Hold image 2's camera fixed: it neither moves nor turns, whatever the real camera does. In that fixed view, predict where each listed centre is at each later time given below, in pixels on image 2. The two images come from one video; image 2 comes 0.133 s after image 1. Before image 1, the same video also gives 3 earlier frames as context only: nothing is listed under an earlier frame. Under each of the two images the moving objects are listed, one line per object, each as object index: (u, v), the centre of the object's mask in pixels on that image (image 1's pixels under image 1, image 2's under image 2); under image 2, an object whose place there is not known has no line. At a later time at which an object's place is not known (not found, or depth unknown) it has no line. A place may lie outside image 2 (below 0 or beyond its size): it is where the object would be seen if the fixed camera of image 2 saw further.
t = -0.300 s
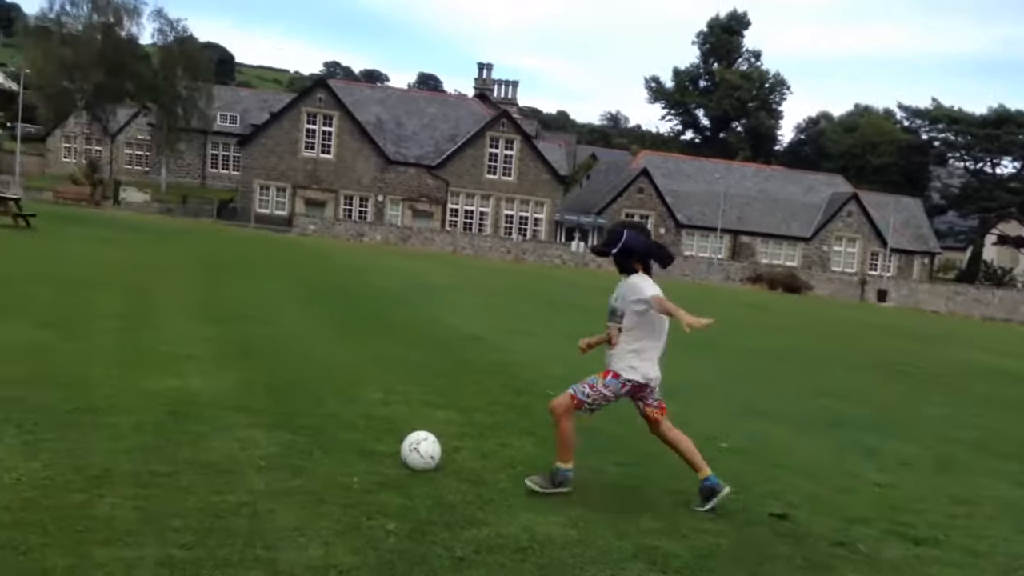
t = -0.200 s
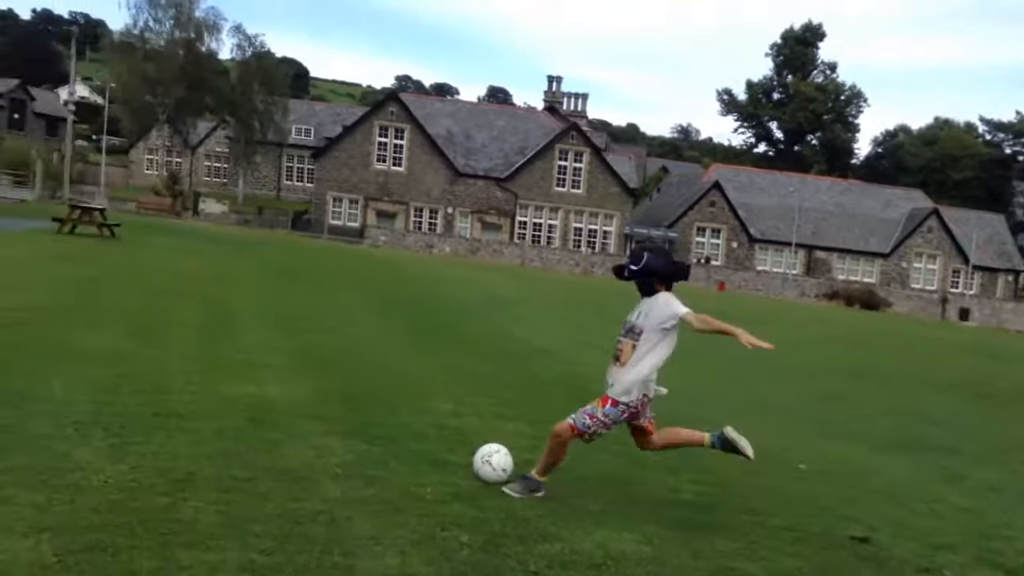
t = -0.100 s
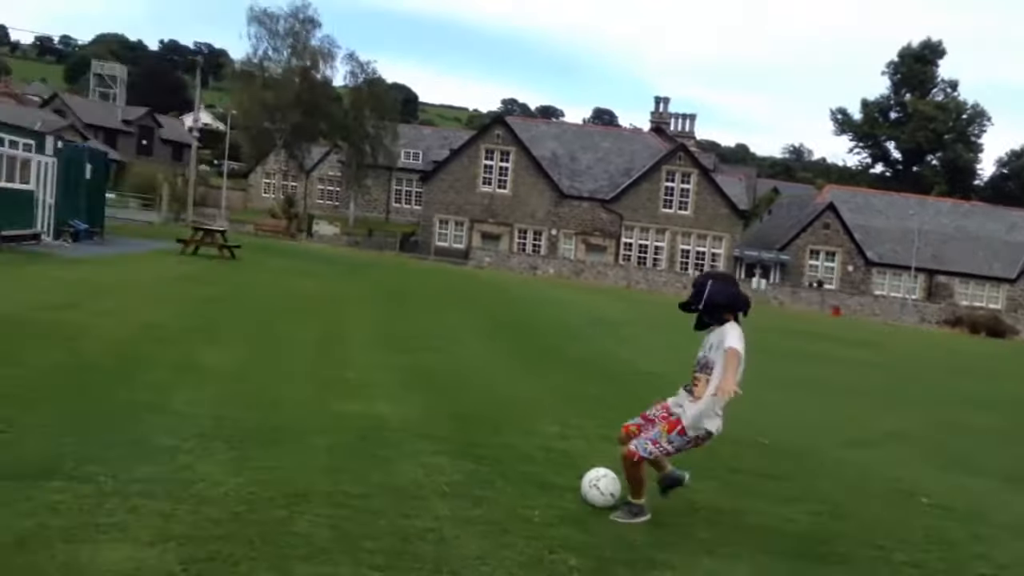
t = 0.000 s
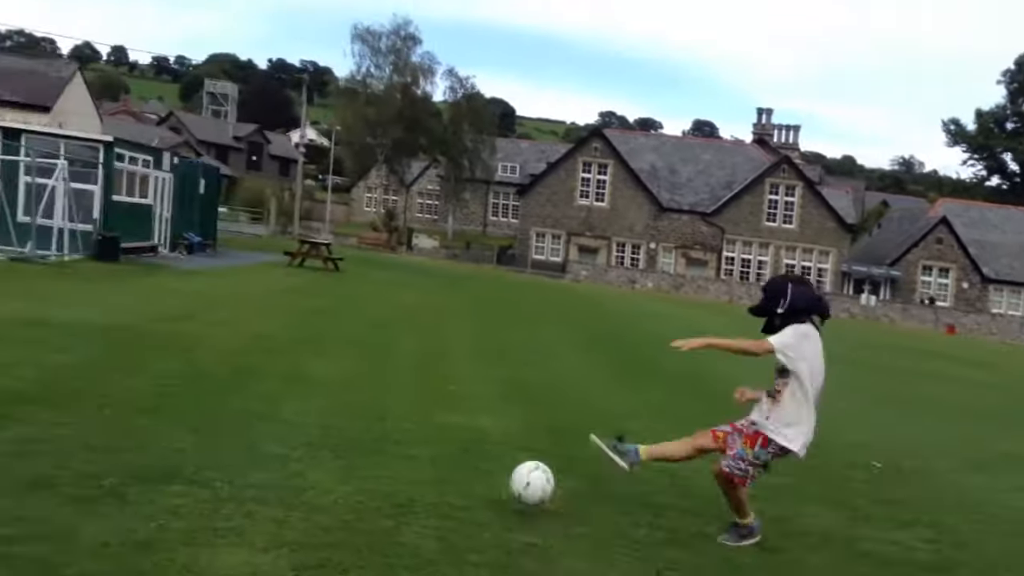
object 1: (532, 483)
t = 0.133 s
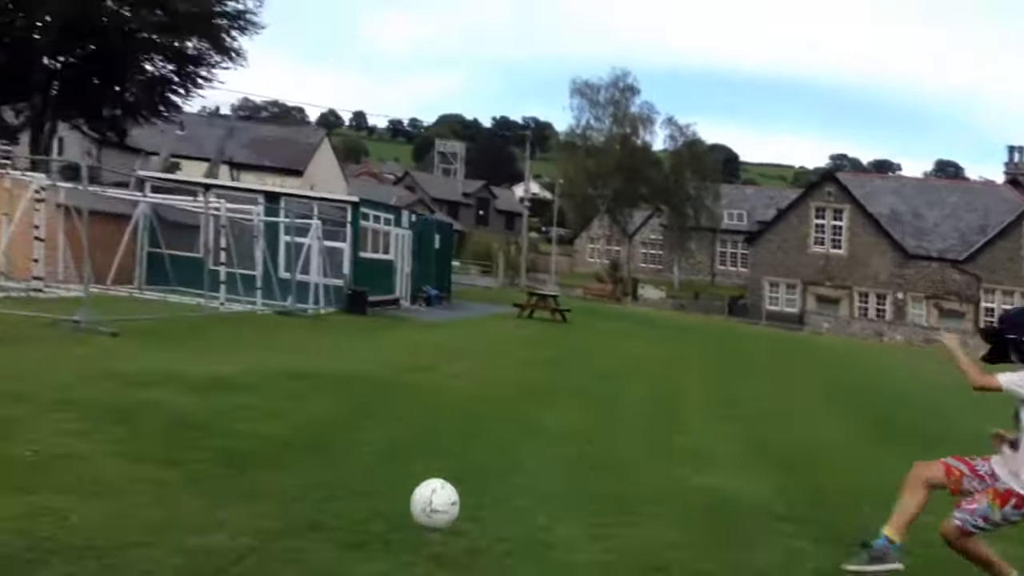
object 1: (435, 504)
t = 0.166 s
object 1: (339, 499)
